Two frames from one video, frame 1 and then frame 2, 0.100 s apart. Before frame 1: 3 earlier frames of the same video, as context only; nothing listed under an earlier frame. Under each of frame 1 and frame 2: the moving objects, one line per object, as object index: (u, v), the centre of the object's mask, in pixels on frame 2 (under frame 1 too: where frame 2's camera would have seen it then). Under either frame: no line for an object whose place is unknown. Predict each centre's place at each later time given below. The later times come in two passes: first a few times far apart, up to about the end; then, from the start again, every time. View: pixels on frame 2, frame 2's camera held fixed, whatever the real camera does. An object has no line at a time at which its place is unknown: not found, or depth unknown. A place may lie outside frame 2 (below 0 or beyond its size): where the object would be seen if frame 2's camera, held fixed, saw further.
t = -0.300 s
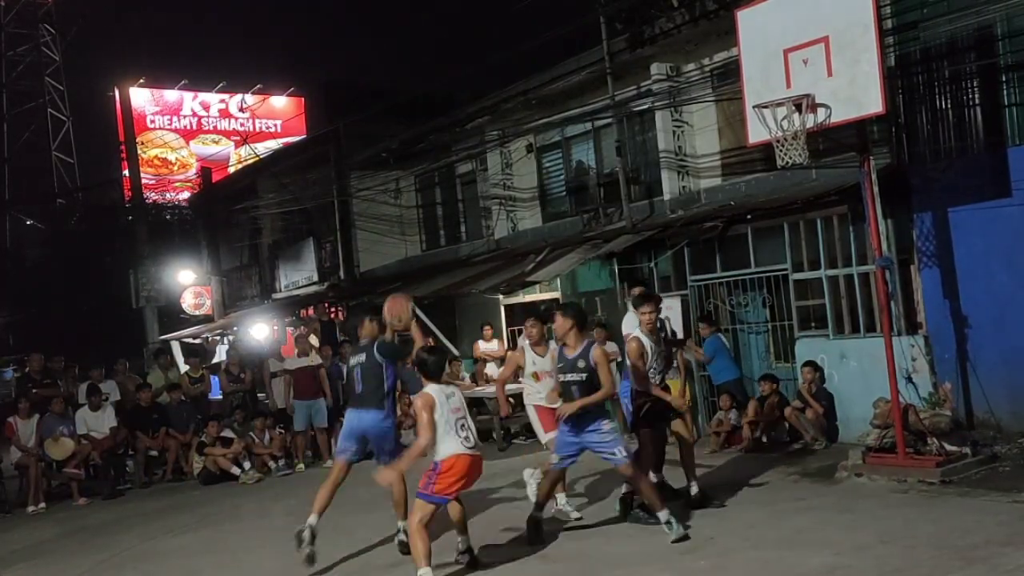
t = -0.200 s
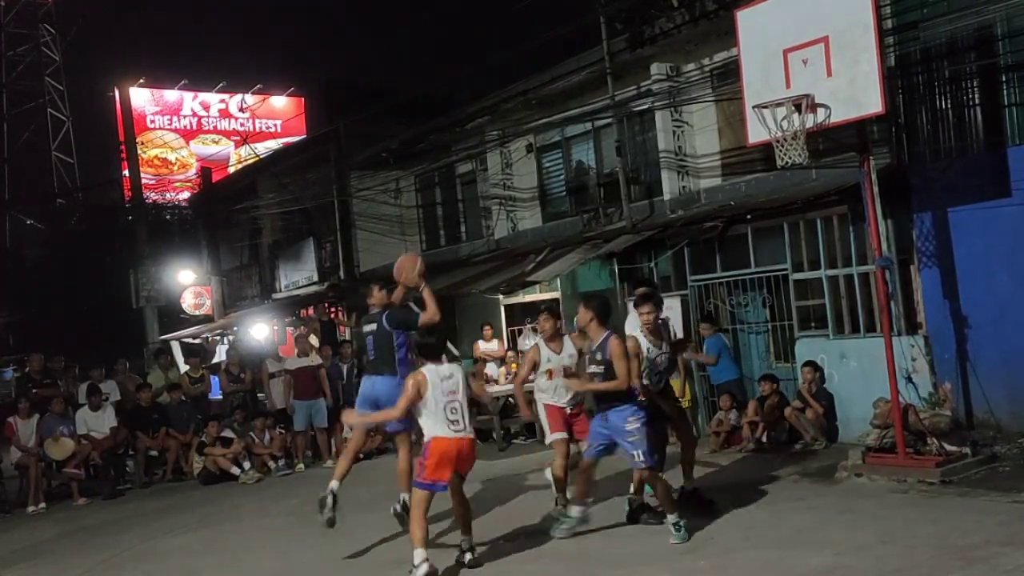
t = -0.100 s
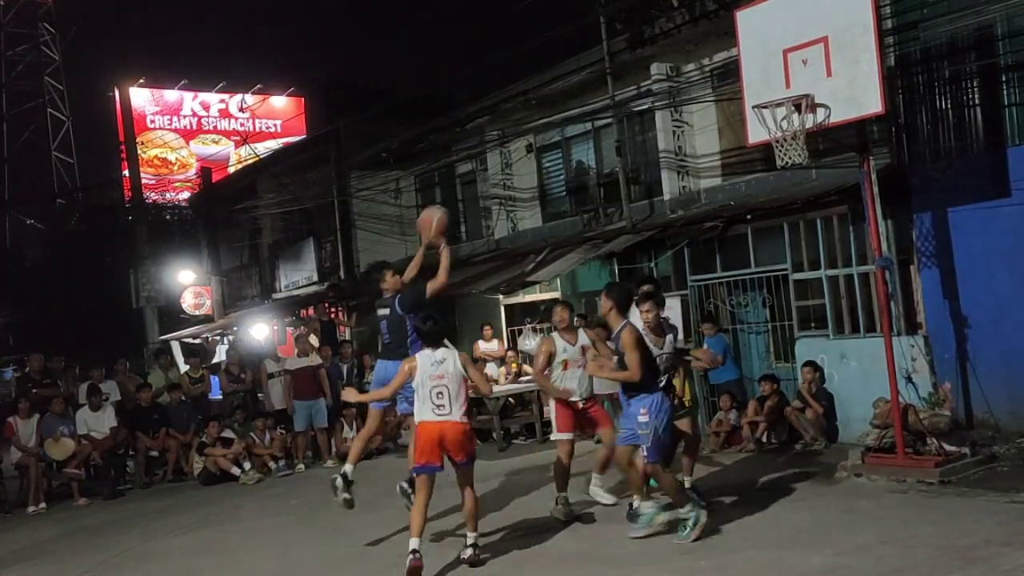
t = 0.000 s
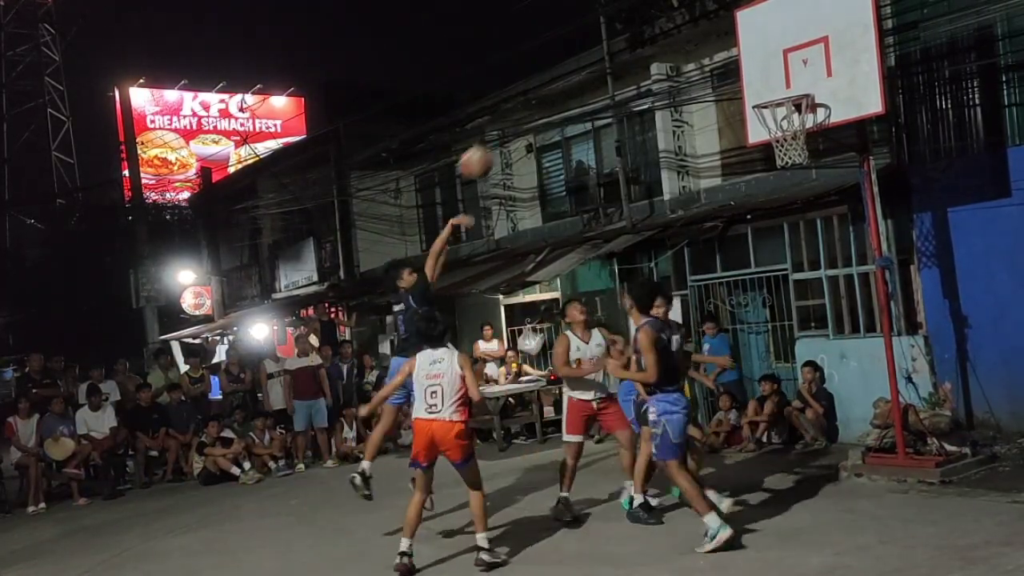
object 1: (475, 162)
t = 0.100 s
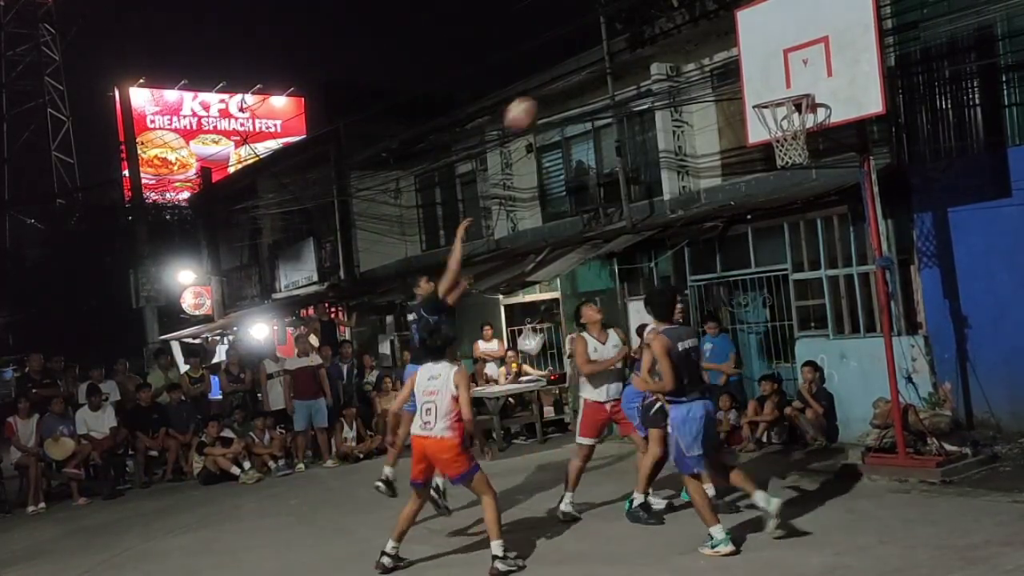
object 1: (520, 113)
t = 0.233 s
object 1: (583, 69)
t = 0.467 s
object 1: (696, 46)
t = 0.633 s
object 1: (781, 74)
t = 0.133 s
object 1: (536, 100)
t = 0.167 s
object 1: (552, 88)
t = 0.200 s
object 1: (567, 78)
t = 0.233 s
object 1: (583, 69)
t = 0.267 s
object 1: (599, 61)
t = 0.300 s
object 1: (615, 55)
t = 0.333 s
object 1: (631, 50)
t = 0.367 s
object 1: (647, 47)
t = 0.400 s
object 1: (663, 45)
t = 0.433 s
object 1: (679, 45)
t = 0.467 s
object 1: (696, 46)
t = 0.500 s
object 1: (712, 49)
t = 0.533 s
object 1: (728, 52)
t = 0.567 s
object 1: (745, 58)
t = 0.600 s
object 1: (764, 65)
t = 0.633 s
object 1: (781, 74)
